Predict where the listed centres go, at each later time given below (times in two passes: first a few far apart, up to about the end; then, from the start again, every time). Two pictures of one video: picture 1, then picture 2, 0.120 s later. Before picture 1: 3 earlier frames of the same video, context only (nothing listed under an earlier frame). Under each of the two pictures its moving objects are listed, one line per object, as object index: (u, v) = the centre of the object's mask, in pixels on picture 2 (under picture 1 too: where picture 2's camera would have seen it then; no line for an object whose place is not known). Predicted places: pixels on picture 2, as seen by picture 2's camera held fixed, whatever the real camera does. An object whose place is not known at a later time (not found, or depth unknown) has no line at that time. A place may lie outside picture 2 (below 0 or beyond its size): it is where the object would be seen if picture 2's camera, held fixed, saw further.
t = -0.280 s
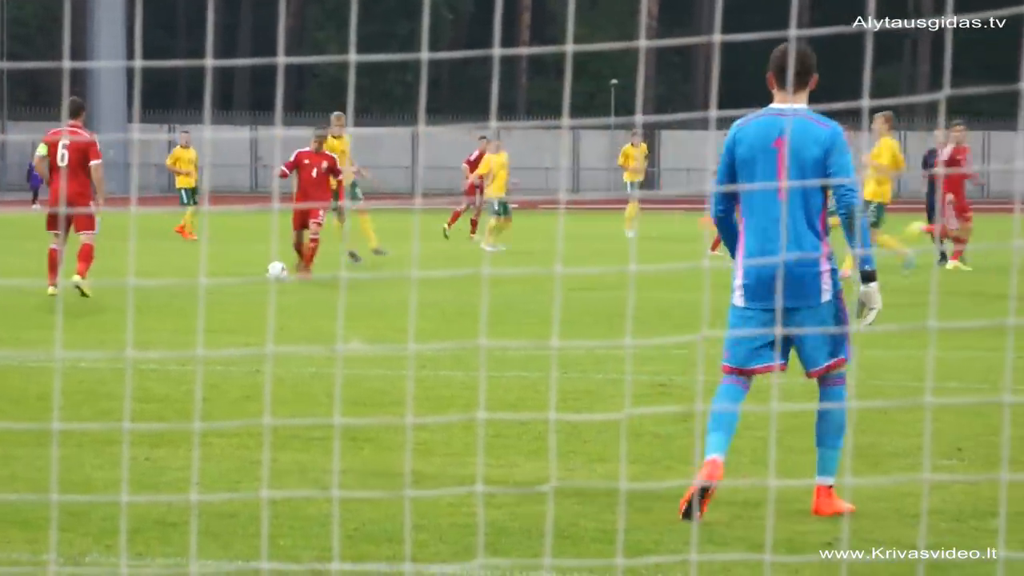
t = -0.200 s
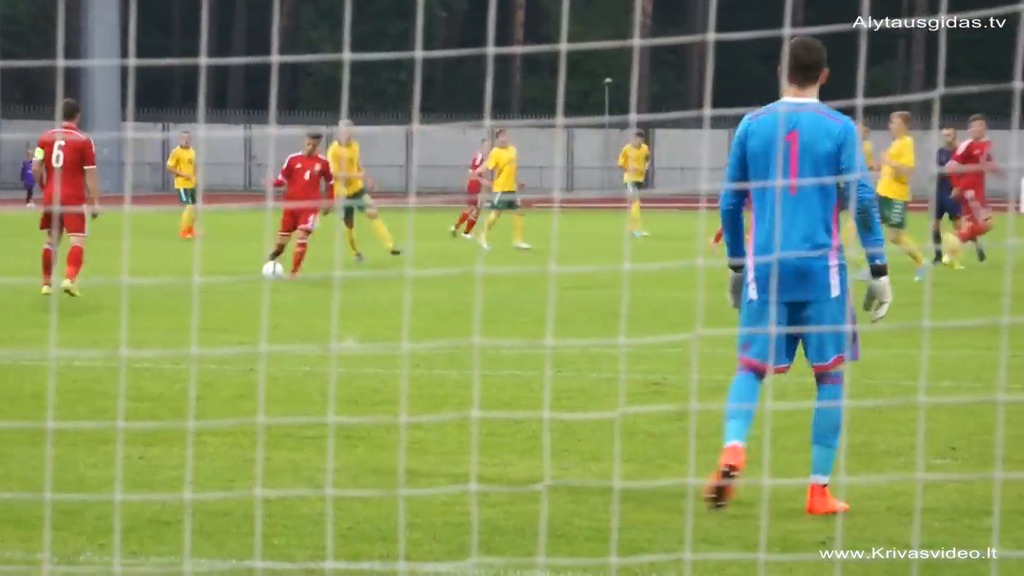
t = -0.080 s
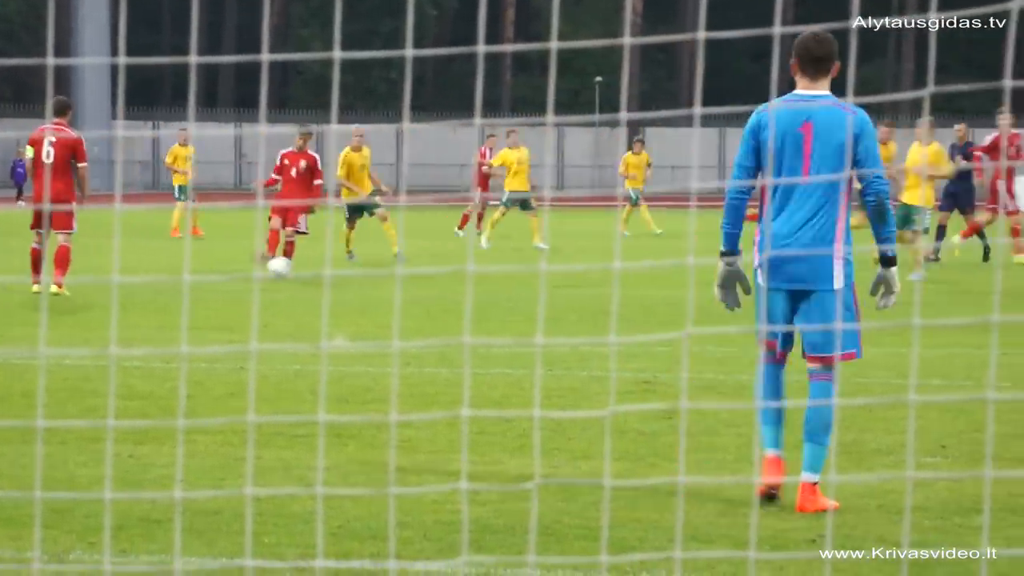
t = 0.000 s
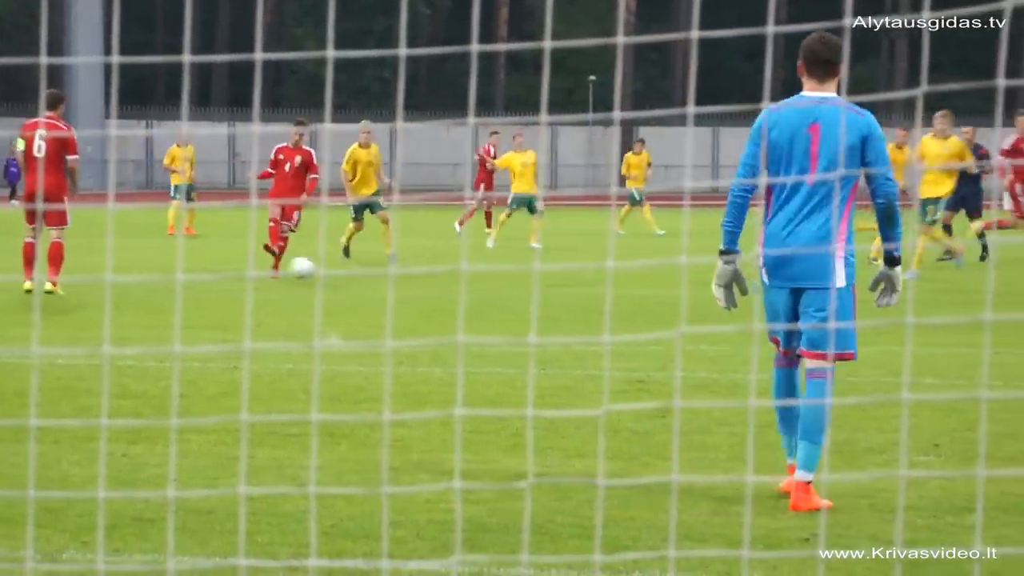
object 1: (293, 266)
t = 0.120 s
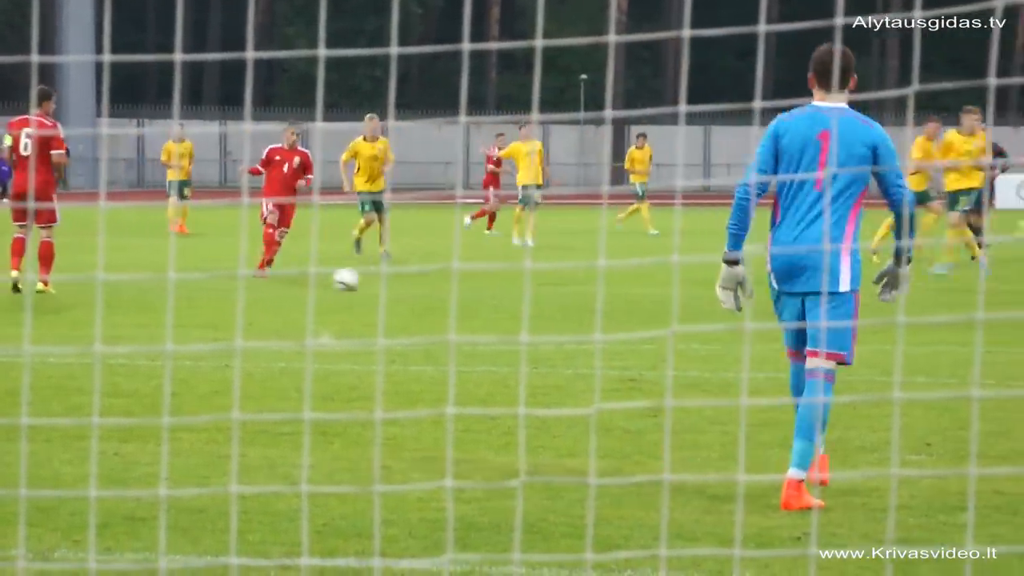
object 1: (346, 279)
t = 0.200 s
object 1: (382, 276)
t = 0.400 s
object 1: (489, 292)
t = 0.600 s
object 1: (613, 312)
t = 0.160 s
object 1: (363, 277)
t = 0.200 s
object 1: (382, 276)
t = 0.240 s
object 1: (402, 279)
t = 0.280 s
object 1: (423, 284)
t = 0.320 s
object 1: (444, 290)
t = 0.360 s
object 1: (467, 293)
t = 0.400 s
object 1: (489, 292)
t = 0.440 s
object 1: (512, 294)
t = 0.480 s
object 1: (536, 298)
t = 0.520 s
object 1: (560, 305)
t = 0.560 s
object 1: (588, 312)
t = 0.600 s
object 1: (613, 312)
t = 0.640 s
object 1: (639, 311)
